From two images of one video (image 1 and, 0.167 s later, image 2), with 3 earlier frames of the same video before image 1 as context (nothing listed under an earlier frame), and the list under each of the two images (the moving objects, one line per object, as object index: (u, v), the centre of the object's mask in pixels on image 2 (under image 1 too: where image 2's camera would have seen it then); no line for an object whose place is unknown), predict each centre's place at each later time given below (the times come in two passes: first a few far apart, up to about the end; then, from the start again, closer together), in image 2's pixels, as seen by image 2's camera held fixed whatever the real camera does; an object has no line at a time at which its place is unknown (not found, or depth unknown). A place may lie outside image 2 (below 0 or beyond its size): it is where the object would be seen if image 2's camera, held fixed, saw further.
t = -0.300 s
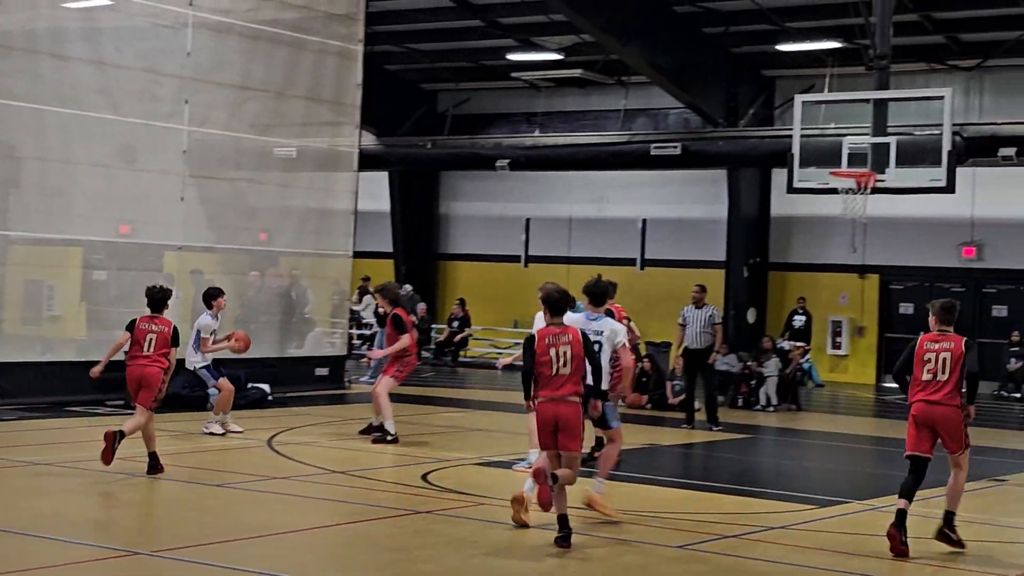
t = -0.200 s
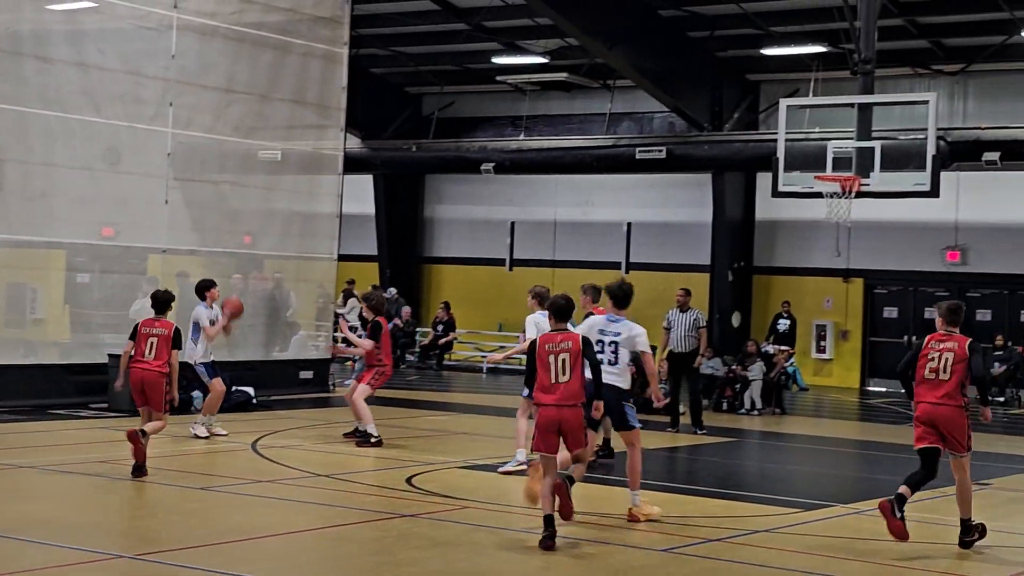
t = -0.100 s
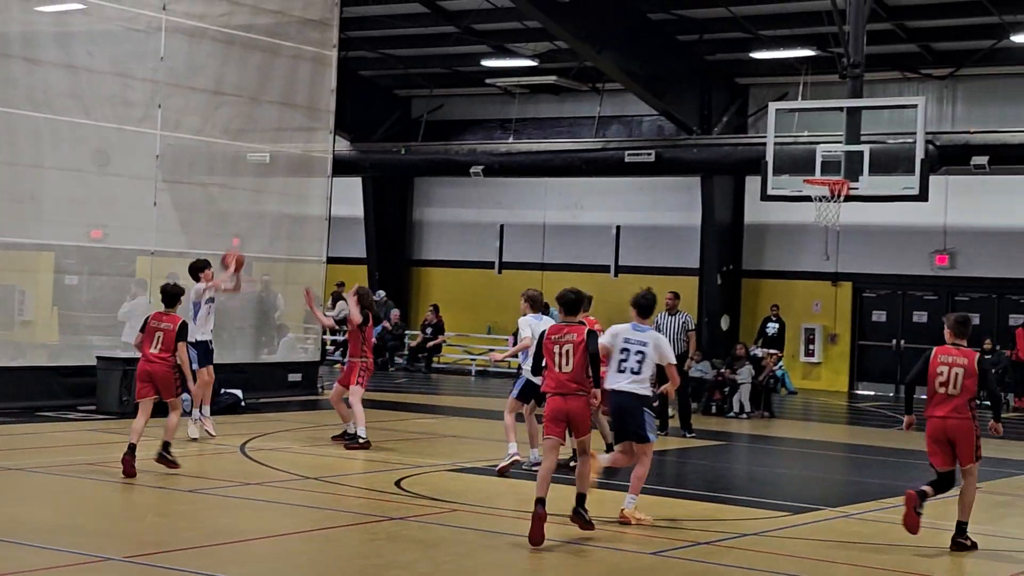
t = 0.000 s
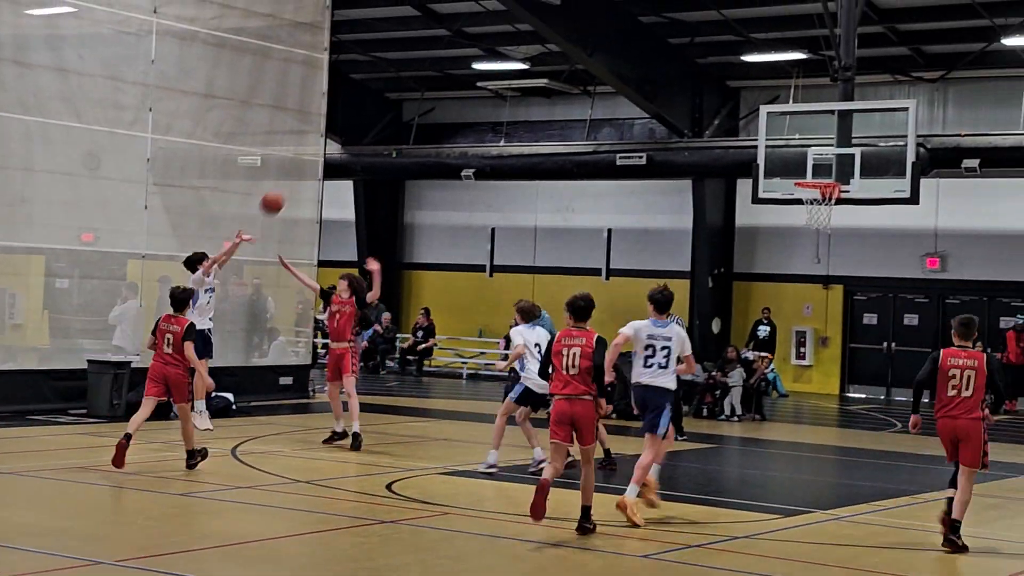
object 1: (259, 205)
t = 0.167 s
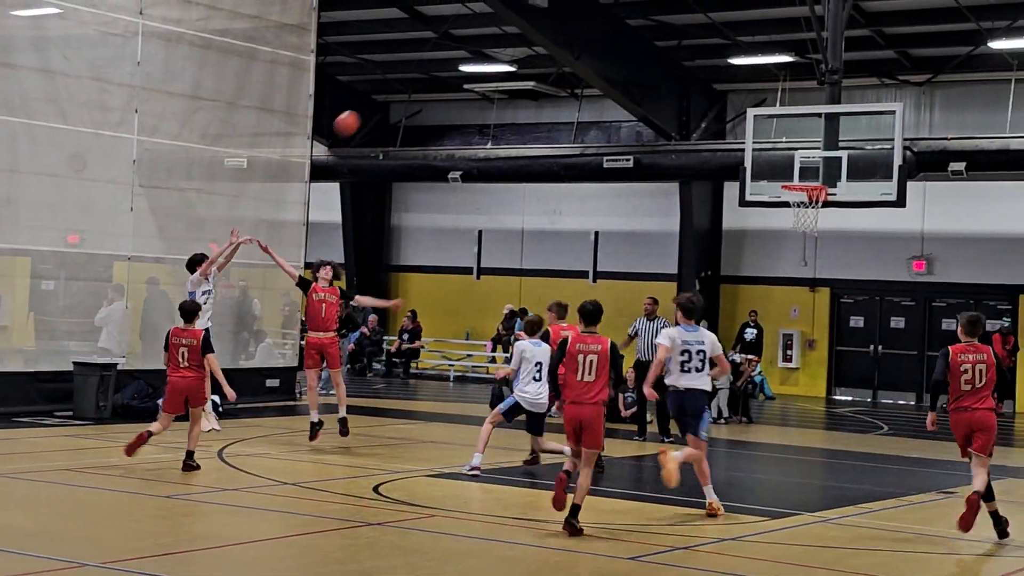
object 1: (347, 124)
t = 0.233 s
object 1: (381, 99)
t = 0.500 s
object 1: (513, 40)
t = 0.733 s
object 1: (624, 42)
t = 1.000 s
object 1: (743, 101)
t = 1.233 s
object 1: (824, 158)
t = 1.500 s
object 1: (817, 89)
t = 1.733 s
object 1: (796, 81)
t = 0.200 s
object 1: (364, 111)
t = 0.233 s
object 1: (381, 99)
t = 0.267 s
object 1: (398, 88)
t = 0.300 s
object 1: (415, 78)
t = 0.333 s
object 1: (432, 69)
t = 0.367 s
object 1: (448, 61)
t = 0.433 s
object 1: (481, 48)
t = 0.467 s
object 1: (497, 44)
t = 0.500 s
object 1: (513, 40)
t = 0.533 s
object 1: (530, 37)
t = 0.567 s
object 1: (546, 36)
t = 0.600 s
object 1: (562, 35)
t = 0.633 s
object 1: (577, 35)
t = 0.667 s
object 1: (593, 37)
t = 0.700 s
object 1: (609, 39)
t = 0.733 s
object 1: (624, 42)
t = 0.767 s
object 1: (640, 46)
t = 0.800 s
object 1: (655, 51)
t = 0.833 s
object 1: (670, 57)
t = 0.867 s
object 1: (685, 64)
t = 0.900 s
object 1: (700, 72)
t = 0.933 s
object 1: (715, 81)
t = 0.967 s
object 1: (730, 91)
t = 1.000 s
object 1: (743, 101)
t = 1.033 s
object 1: (759, 114)
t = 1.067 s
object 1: (773, 126)
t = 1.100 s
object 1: (788, 140)
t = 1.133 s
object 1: (803, 155)
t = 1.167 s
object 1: (818, 171)
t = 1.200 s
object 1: (824, 171)
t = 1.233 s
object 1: (824, 158)
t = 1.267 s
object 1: (824, 145)
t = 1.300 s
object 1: (825, 135)
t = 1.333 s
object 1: (825, 124)
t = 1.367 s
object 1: (825, 115)
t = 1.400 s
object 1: (824, 107)
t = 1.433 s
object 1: (822, 99)
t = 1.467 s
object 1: (820, 94)
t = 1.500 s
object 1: (817, 89)
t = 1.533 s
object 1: (813, 85)
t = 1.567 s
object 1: (811, 81)
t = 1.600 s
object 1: (808, 79)
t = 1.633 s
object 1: (805, 78)
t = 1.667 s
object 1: (802, 78)
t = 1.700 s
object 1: (799, 79)
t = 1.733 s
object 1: (796, 81)
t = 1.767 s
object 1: (792, 84)
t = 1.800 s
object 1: (790, 88)
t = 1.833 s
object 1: (786, 92)
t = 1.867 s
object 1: (783, 98)
